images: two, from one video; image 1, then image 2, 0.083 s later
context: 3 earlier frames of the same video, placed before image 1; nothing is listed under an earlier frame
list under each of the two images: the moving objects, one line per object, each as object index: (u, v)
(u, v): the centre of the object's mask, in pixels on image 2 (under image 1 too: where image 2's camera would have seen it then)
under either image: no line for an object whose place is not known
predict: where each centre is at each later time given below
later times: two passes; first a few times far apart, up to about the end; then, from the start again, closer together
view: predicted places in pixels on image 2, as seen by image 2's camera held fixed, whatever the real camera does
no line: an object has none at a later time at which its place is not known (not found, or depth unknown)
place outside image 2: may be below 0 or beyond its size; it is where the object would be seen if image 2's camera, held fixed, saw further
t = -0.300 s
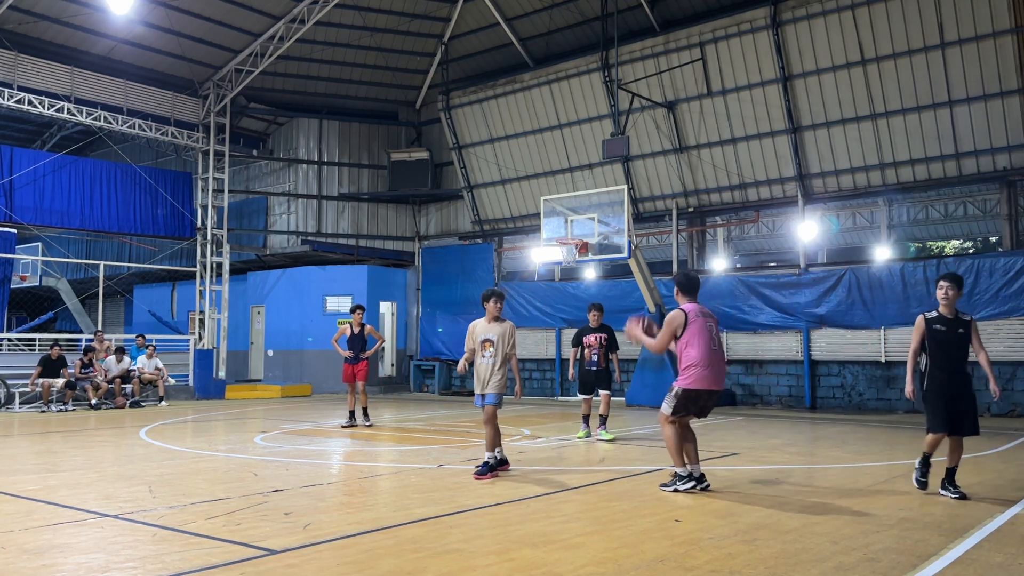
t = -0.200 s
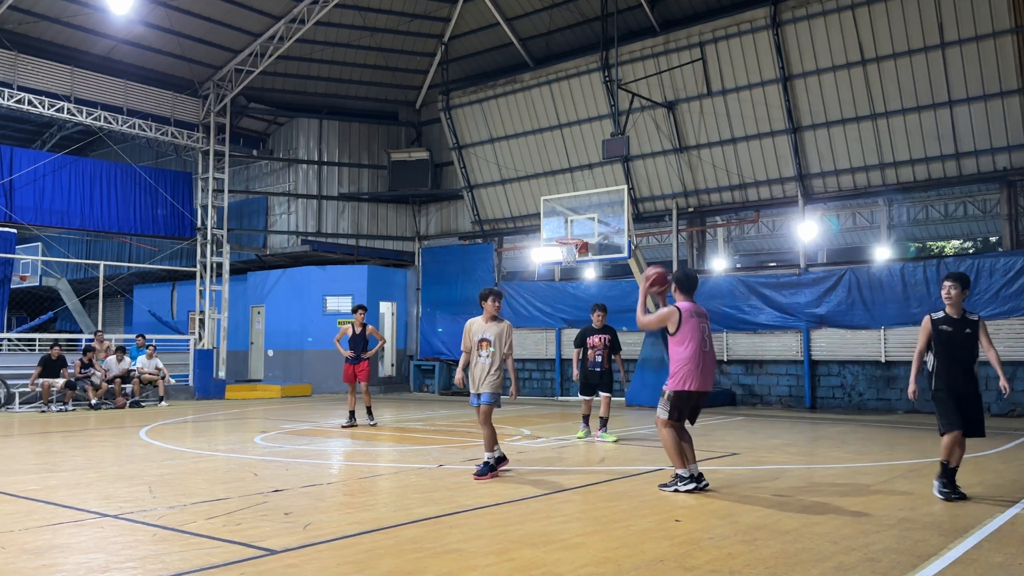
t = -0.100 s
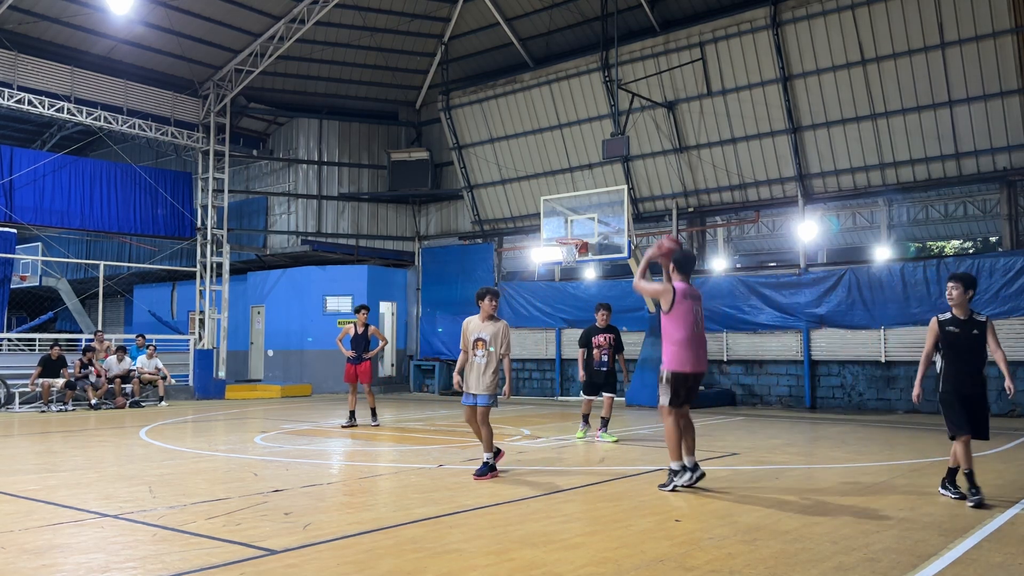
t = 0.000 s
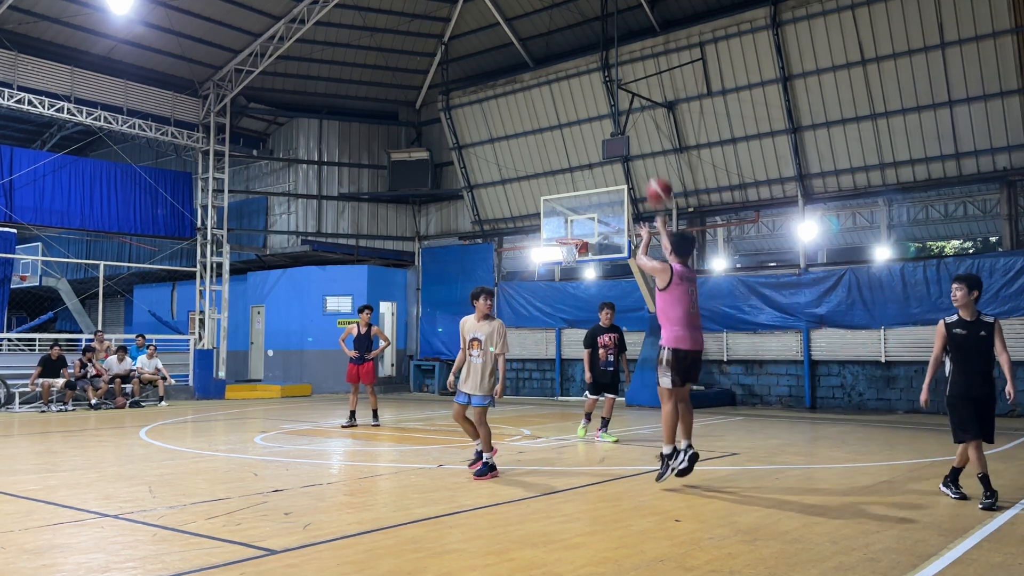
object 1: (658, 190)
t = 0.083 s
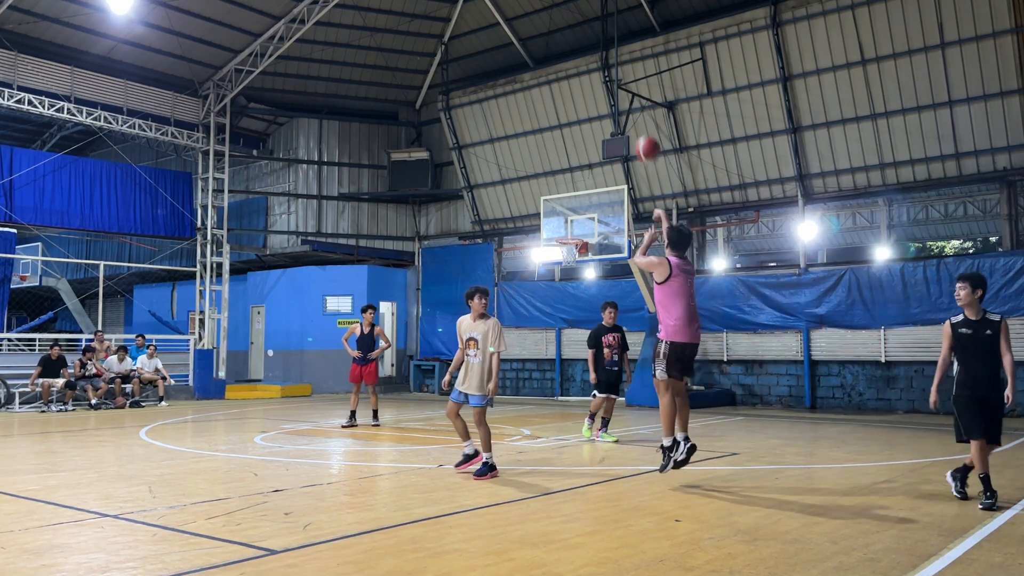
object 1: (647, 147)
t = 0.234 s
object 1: (628, 99)
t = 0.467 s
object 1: (609, 75)
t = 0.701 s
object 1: (593, 93)
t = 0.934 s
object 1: (582, 142)
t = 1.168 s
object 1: (572, 212)
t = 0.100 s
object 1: (645, 140)
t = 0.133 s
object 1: (640, 128)
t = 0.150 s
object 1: (638, 122)
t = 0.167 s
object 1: (636, 117)
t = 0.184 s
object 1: (634, 112)
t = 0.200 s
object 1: (631, 108)
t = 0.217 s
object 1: (630, 102)
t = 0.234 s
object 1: (628, 99)
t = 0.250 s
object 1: (626, 95)
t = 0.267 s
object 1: (625, 92)
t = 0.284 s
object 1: (623, 90)
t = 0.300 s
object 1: (623, 87)
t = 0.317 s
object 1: (621, 85)
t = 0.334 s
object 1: (620, 83)
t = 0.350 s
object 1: (618, 81)
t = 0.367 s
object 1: (617, 79)
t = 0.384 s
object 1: (616, 77)
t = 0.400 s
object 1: (614, 77)
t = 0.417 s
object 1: (613, 76)
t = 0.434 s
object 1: (612, 76)
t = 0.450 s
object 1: (610, 75)
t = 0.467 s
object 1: (609, 75)
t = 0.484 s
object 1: (607, 75)
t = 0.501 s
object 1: (606, 76)
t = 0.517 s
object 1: (604, 76)
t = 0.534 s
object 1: (603, 76)
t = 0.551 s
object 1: (602, 77)
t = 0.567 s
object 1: (601, 78)
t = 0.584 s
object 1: (600, 79)
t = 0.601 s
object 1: (599, 81)
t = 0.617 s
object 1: (598, 82)
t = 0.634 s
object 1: (597, 84)
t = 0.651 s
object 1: (596, 86)
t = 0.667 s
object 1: (595, 88)
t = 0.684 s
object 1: (594, 90)
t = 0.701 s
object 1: (593, 93)
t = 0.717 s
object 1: (592, 96)
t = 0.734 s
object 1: (591, 99)
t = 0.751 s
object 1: (589, 101)
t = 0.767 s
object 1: (589, 105)
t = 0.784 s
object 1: (588, 108)
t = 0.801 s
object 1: (587, 111)
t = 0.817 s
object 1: (586, 115)
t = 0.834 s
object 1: (586, 118)
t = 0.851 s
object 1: (585, 122)
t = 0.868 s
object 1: (584, 126)
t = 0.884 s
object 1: (584, 130)
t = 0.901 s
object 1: (583, 134)
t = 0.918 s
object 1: (582, 138)
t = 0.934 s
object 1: (582, 142)
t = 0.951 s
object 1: (581, 147)
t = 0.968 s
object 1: (580, 152)
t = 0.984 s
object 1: (579, 156)
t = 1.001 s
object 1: (579, 160)
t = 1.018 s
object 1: (578, 165)
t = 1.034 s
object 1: (577, 170)
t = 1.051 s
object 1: (576, 175)
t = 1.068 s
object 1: (575, 181)
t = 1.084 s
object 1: (575, 185)
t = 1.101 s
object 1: (574, 190)
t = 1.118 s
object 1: (574, 196)
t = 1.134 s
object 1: (573, 202)
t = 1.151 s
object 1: (573, 207)
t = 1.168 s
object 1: (572, 212)
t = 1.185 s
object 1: (571, 219)
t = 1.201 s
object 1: (571, 224)
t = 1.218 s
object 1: (570, 231)
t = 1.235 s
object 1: (570, 235)
